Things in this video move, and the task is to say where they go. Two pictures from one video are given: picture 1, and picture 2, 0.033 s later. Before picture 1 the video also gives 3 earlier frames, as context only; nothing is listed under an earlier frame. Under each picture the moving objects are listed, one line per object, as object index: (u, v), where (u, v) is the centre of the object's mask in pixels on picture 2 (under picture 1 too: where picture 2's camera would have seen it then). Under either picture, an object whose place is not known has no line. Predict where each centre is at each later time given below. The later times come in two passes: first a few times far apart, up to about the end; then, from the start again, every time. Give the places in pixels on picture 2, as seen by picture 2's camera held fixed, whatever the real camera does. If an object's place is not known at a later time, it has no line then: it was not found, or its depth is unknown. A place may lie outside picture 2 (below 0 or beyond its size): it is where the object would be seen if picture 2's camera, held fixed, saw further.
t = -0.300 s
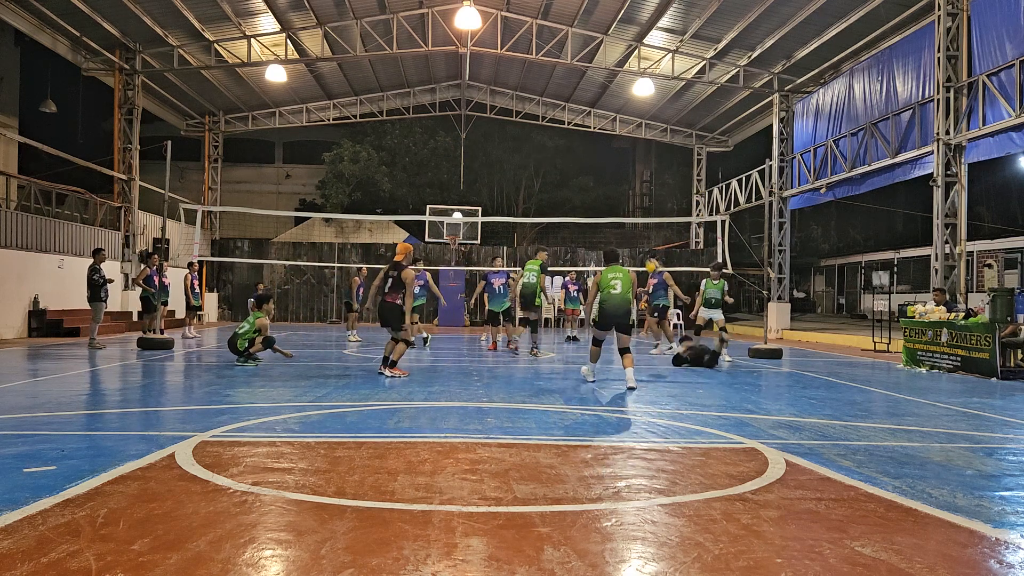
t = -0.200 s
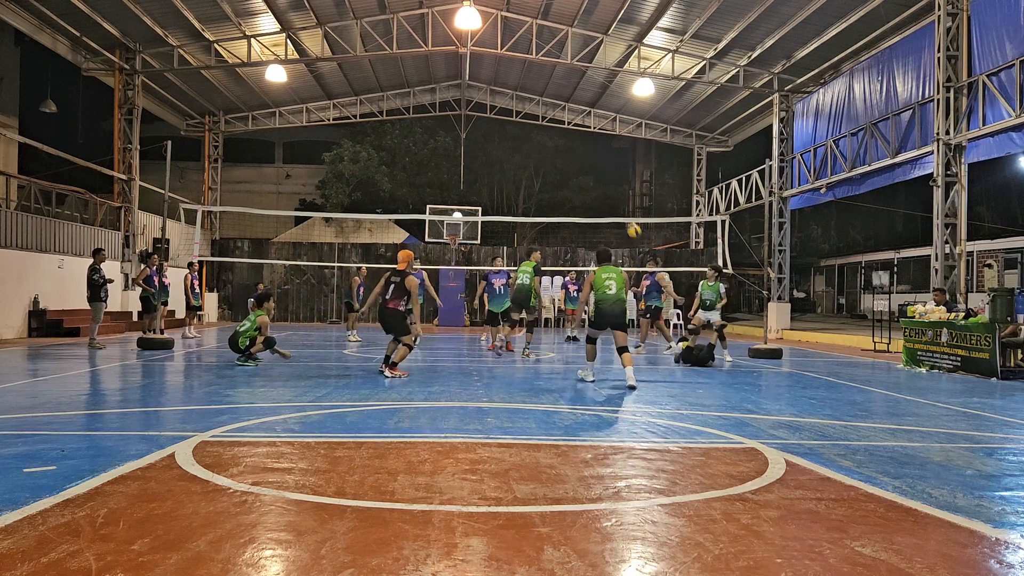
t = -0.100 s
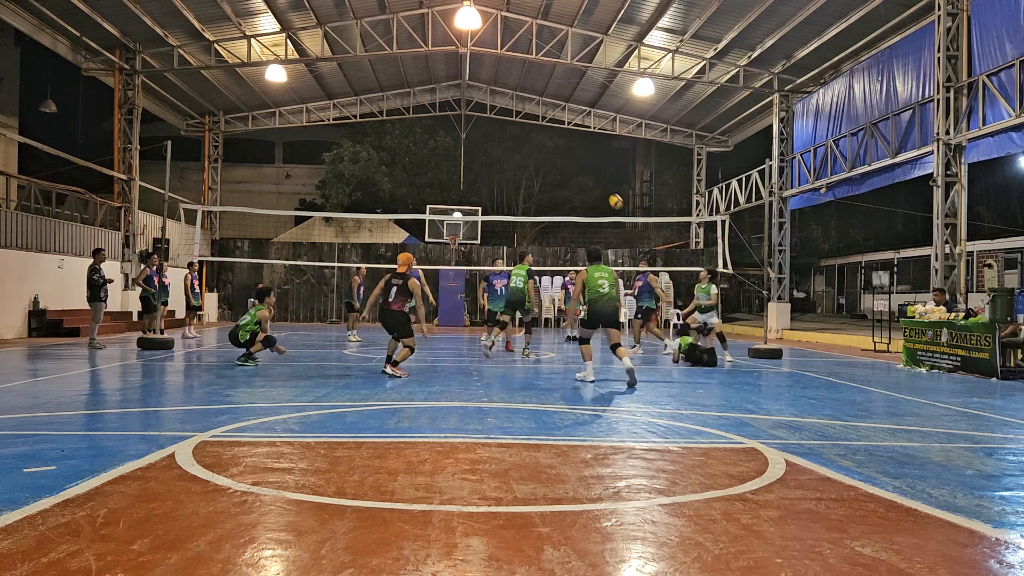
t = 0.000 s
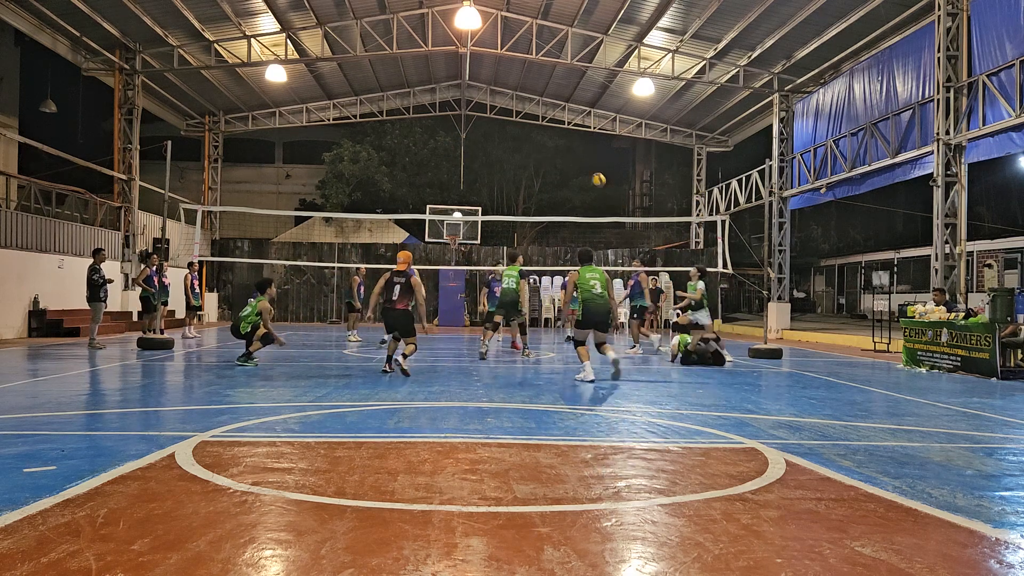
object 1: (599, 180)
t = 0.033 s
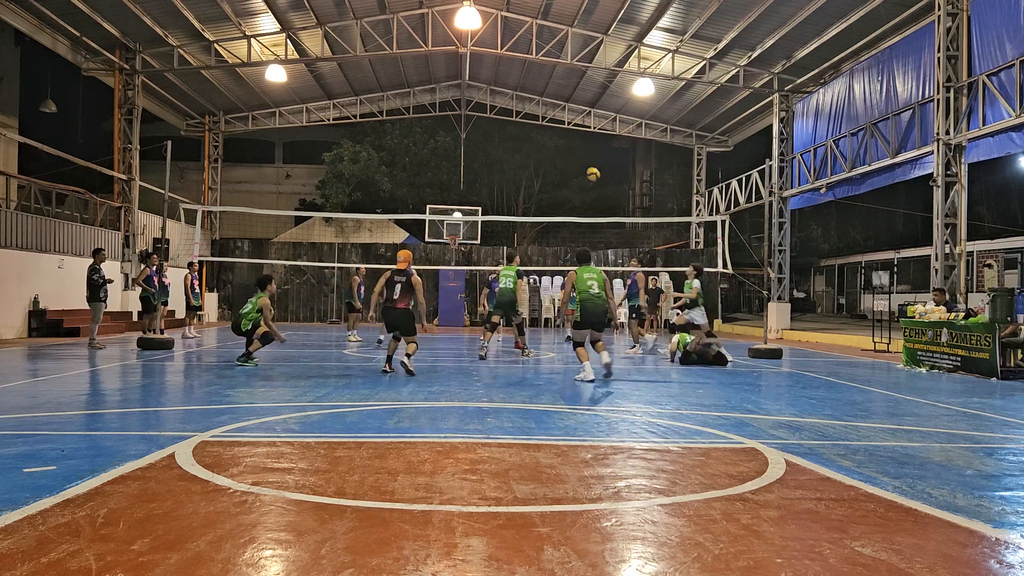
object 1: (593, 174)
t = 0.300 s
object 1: (550, 152)
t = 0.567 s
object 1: (512, 167)
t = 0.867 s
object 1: (474, 224)
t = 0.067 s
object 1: (587, 169)
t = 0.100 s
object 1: (582, 164)
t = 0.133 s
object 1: (577, 161)
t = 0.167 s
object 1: (571, 158)
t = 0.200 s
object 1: (566, 155)
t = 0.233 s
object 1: (561, 154)
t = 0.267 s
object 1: (556, 153)
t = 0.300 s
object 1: (550, 152)
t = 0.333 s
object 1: (545, 152)
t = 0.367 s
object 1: (540, 153)
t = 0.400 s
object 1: (536, 154)
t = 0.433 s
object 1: (531, 155)
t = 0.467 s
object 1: (526, 158)
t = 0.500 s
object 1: (521, 160)
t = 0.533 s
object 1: (516, 164)
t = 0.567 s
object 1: (512, 167)
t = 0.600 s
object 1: (507, 172)
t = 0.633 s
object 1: (503, 176)
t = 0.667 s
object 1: (498, 182)
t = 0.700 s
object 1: (493, 188)
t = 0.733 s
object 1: (489, 194)
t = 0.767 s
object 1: (485, 200)
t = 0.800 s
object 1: (481, 206)
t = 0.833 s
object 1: (477, 213)
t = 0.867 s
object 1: (474, 224)
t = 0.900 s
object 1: (469, 230)
